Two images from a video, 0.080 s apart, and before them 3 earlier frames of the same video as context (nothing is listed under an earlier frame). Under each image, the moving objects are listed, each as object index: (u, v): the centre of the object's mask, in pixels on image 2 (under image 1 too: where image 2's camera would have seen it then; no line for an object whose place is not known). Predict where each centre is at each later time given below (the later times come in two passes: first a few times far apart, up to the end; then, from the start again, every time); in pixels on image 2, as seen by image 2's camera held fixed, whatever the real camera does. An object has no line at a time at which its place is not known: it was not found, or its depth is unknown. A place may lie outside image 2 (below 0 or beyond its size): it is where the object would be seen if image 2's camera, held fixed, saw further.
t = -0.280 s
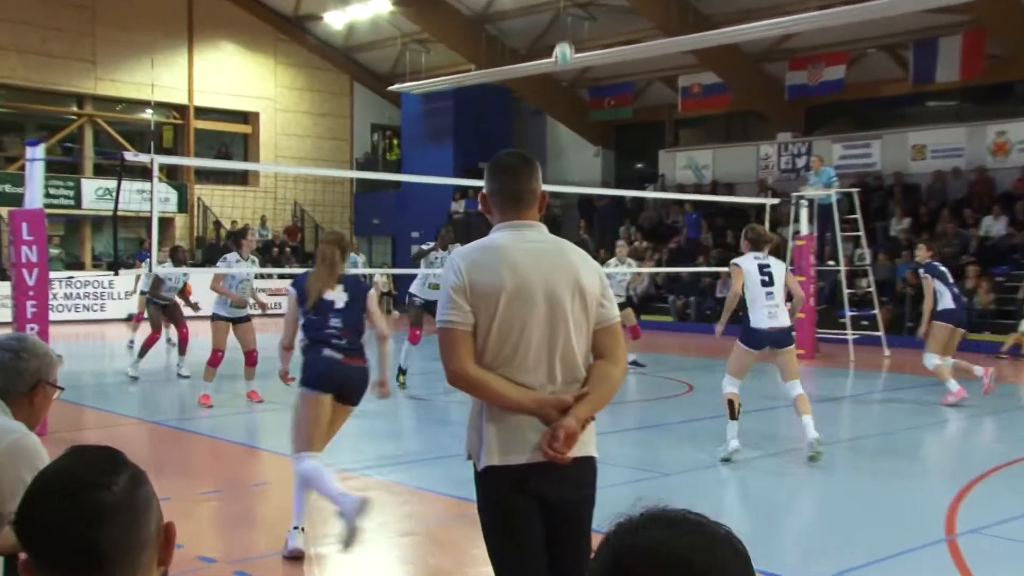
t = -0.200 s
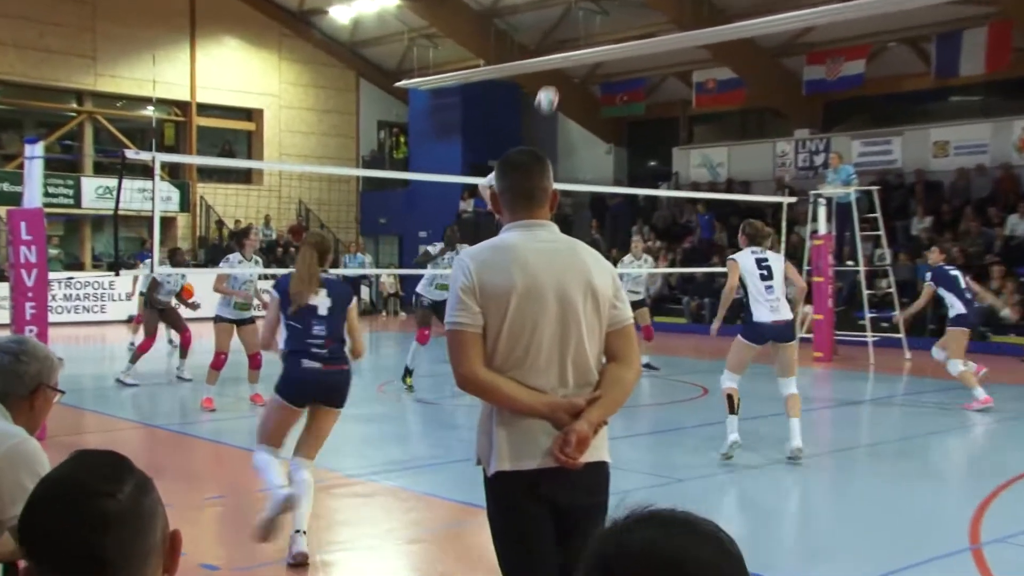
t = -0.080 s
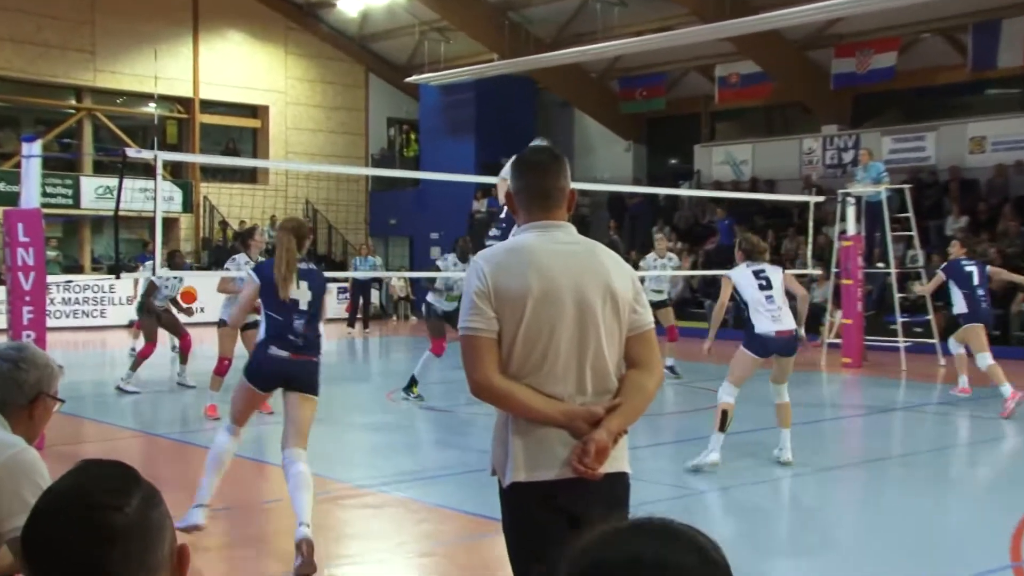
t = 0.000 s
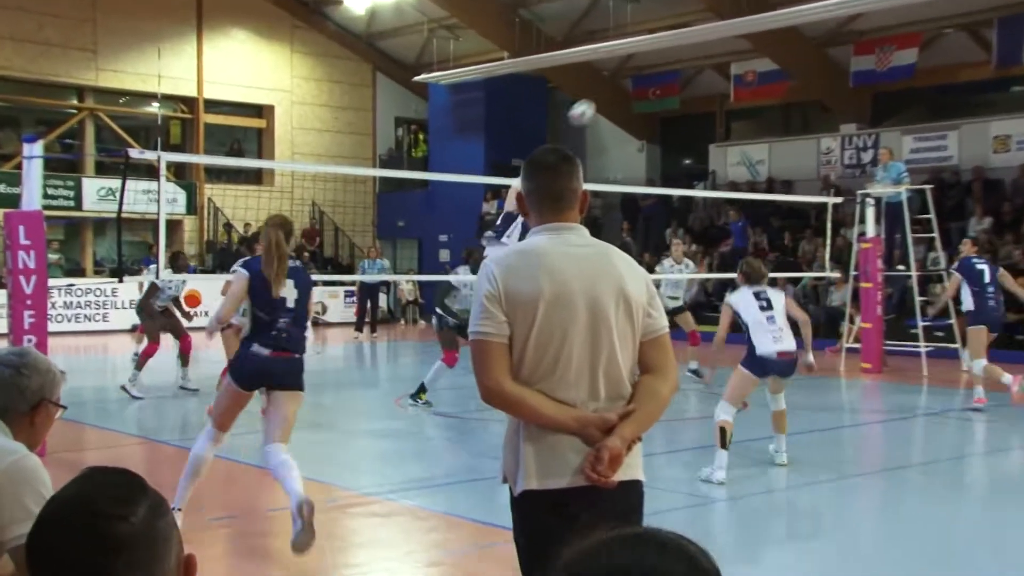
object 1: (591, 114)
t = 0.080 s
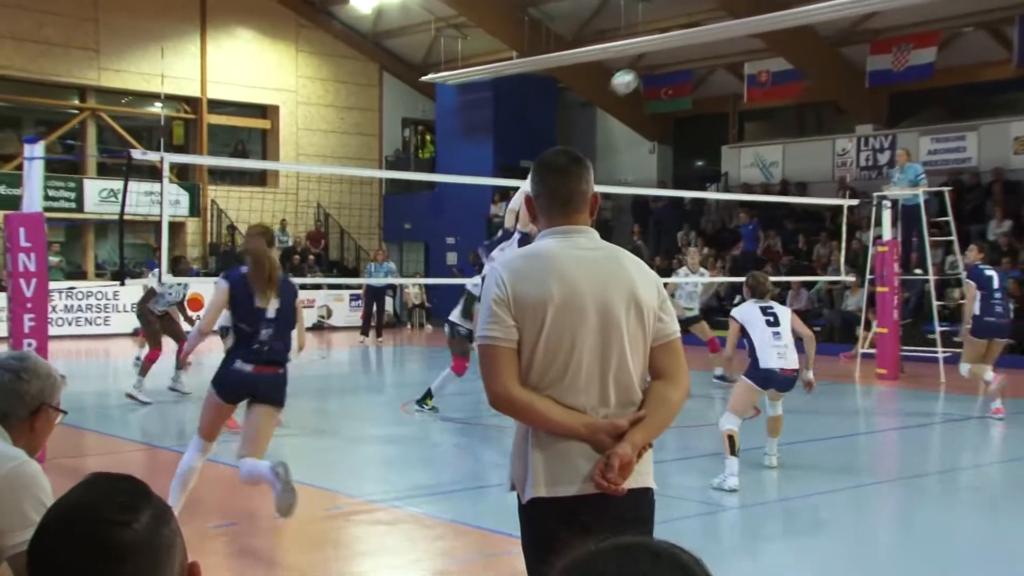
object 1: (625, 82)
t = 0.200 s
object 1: (671, 50)
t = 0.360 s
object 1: (726, 34)
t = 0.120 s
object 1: (640, 69)
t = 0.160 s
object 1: (656, 58)
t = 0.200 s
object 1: (671, 50)
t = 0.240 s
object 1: (685, 43)
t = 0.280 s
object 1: (699, 38)
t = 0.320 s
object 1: (713, 35)
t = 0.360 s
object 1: (726, 34)
